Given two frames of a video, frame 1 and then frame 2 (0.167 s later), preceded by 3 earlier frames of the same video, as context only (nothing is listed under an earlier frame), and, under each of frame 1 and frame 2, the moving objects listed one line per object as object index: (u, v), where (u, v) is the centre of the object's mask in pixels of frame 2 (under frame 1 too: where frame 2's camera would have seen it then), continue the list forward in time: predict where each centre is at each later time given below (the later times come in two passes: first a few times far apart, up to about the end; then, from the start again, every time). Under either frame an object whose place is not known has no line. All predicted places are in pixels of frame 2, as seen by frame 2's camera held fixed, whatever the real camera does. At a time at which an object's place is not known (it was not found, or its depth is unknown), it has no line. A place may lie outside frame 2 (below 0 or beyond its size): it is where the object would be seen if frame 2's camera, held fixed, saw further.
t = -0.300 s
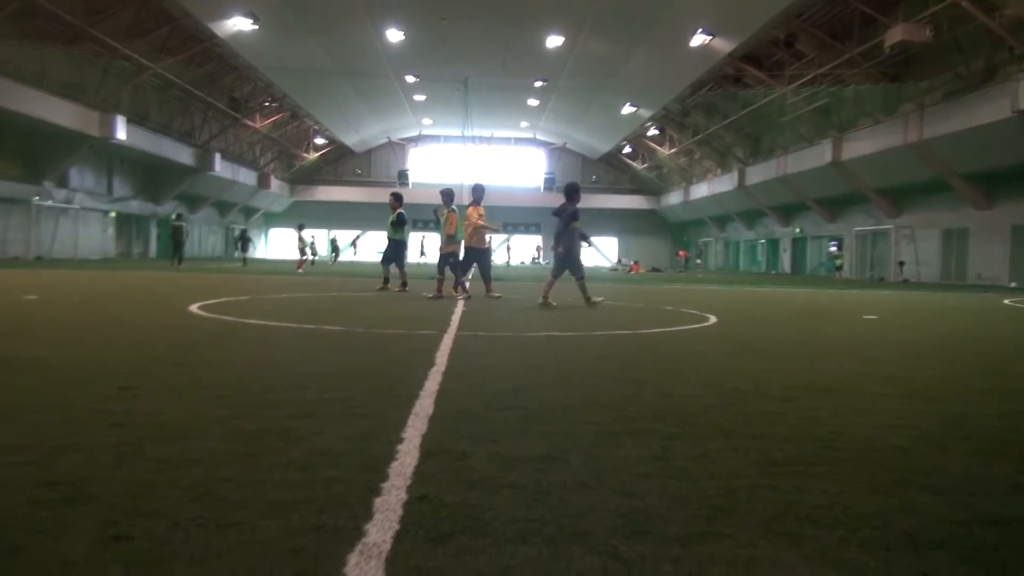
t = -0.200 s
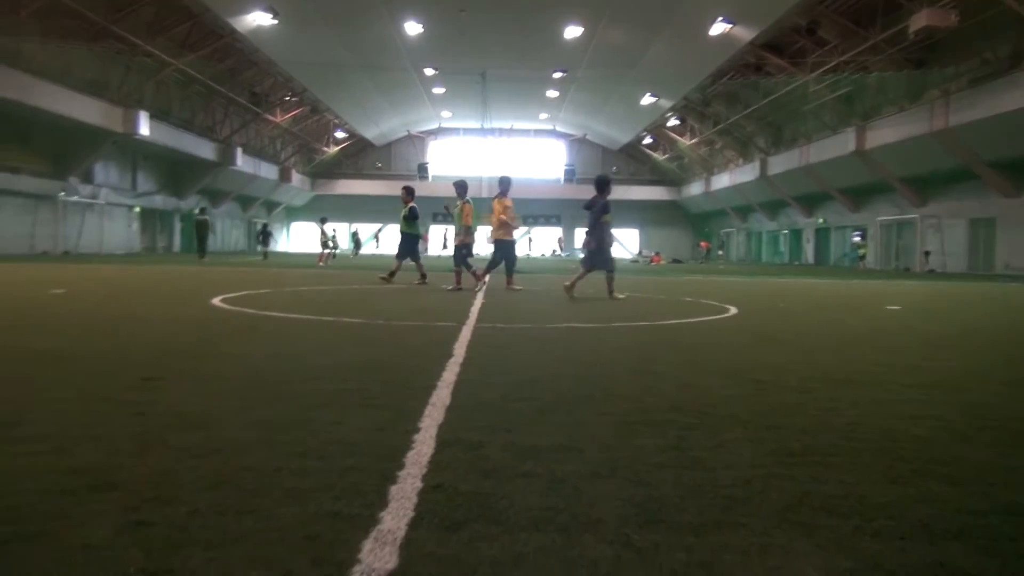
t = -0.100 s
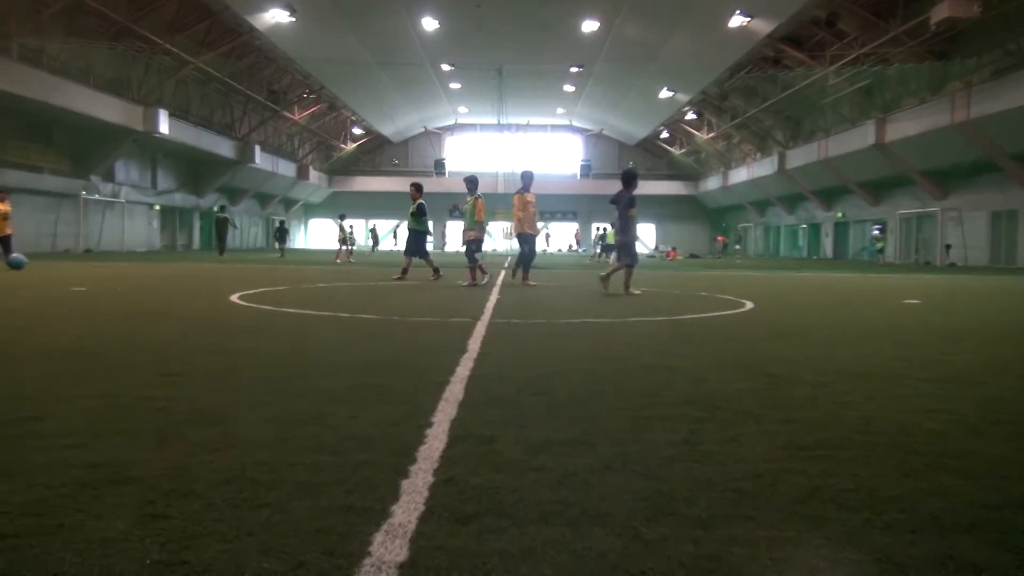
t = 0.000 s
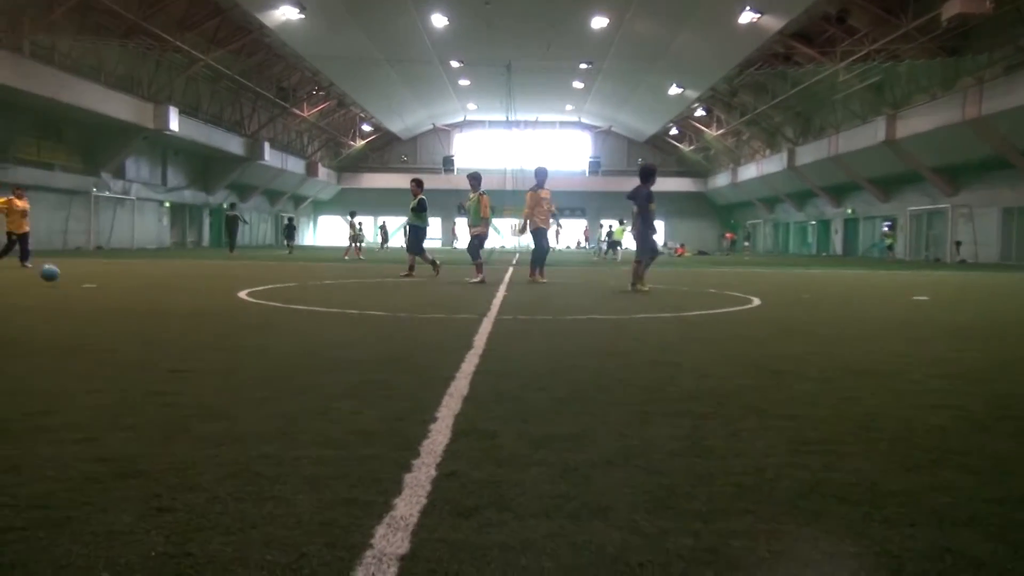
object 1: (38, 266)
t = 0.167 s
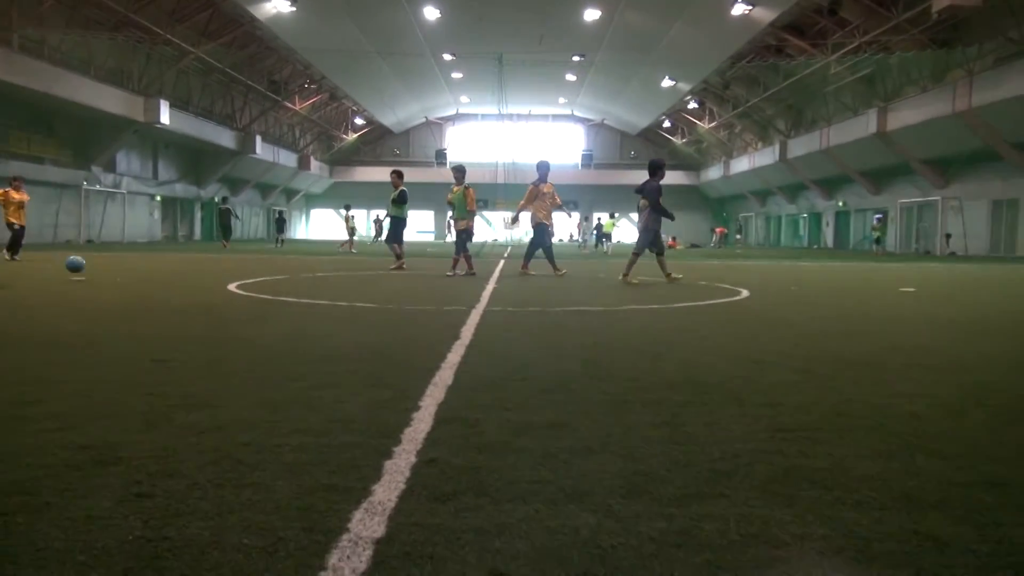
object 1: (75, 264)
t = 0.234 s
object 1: (91, 266)
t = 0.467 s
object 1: (146, 274)
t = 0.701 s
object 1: (201, 279)
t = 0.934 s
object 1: (258, 280)
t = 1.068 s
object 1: (291, 282)
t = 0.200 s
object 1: (83, 264)
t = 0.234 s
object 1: (91, 266)
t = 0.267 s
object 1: (98, 268)
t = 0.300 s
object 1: (106, 272)
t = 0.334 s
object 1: (115, 274)
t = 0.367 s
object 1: (122, 273)
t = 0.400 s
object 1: (130, 273)
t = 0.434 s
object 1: (138, 273)
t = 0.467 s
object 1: (146, 274)
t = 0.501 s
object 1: (154, 277)
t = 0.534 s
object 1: (162, 276)
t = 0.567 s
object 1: (169, 276)
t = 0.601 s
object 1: (177, 277)
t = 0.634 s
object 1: (185, 277)
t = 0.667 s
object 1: (193, 278)
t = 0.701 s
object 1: (201, 279)
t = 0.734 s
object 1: (209, 278)
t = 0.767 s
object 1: (217, 279)
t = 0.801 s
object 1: (225, 279)
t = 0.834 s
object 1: (233, 279)
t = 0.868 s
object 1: (242, 280)
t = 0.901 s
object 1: (250, 280)
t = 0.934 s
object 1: (258, 280)
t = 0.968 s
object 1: (266, 281)
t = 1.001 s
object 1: (275, 281)
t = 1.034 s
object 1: (283, 281)
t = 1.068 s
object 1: (291, 282)
